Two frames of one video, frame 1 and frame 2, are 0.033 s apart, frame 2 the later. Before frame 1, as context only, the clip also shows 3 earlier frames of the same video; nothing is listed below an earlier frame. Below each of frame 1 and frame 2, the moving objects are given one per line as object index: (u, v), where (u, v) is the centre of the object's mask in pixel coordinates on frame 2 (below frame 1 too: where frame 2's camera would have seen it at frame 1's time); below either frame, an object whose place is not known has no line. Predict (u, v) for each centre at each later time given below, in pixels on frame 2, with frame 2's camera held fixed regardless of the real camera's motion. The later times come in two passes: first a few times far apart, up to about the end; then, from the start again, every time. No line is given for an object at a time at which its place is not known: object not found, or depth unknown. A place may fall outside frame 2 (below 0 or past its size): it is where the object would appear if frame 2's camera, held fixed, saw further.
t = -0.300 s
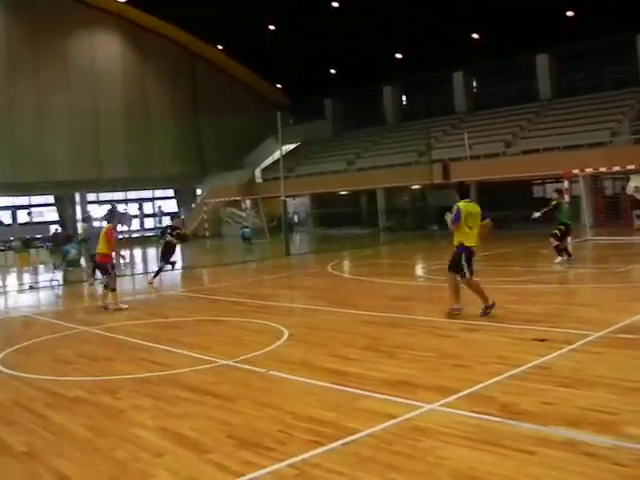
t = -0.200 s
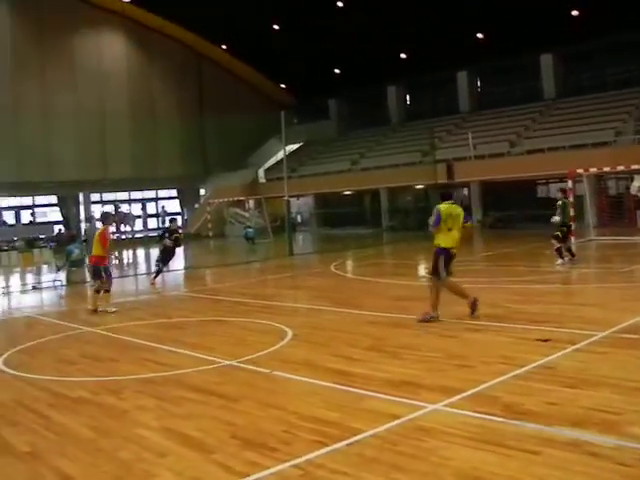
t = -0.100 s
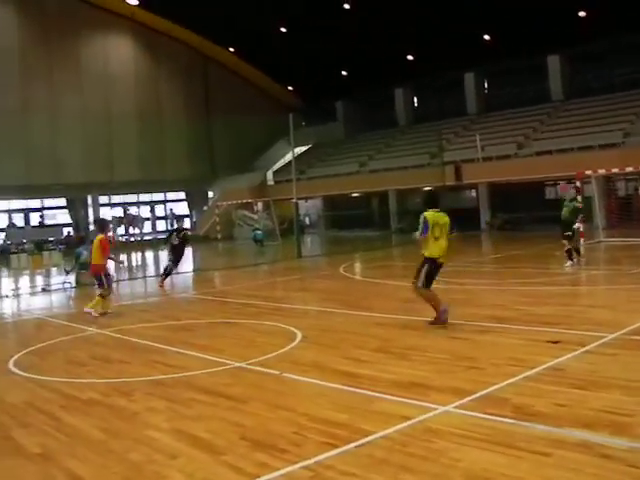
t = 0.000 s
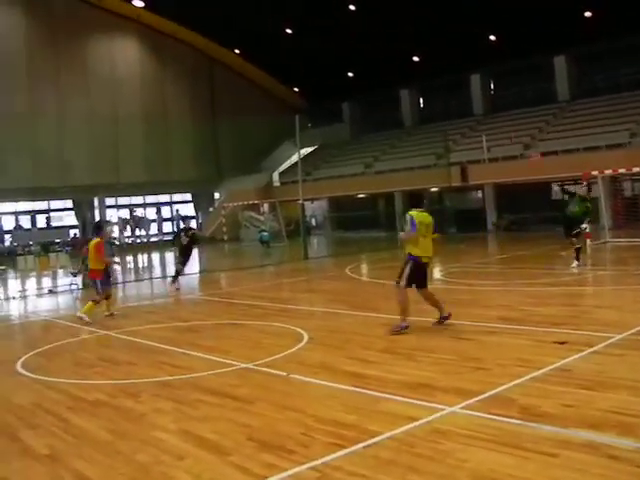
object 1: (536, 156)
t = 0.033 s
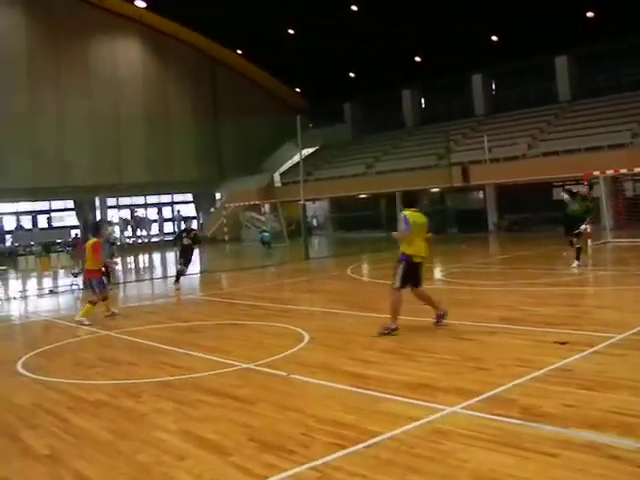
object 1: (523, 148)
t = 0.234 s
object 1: (434, 85)
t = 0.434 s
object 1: (328, 35)
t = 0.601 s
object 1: (230, 1)
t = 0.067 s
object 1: (508, 136)
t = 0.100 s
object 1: (494, 126)
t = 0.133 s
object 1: (481, 115)
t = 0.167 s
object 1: (465, 104)
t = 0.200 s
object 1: (451, 95)
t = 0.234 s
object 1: (434, 85)
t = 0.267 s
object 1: (418, 76)
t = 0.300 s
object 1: (401, 68)
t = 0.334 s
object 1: (384, 58)
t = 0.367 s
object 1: (366, 50)
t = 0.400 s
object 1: (347, 42)
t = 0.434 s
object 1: (328, 35)
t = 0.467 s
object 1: (309, 27)
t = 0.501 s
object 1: (290, 20)
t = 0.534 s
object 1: (270, 13)
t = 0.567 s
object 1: (250, 7)
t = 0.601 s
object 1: (230, 1)
